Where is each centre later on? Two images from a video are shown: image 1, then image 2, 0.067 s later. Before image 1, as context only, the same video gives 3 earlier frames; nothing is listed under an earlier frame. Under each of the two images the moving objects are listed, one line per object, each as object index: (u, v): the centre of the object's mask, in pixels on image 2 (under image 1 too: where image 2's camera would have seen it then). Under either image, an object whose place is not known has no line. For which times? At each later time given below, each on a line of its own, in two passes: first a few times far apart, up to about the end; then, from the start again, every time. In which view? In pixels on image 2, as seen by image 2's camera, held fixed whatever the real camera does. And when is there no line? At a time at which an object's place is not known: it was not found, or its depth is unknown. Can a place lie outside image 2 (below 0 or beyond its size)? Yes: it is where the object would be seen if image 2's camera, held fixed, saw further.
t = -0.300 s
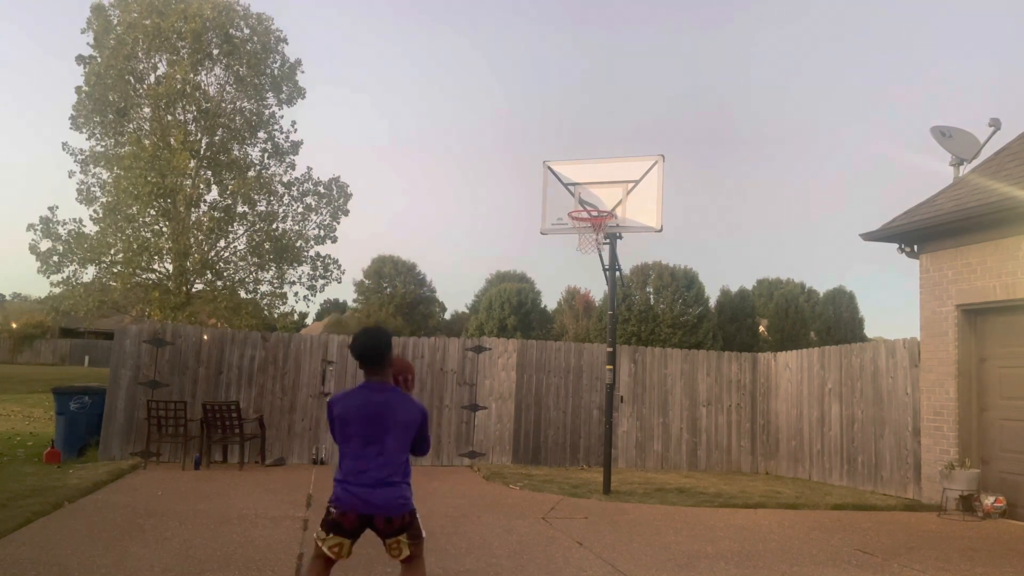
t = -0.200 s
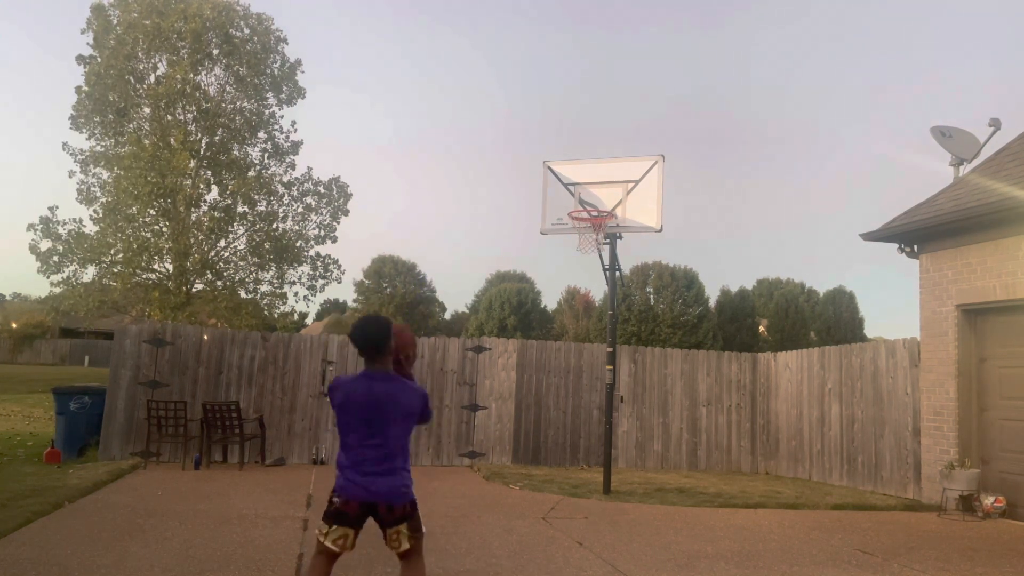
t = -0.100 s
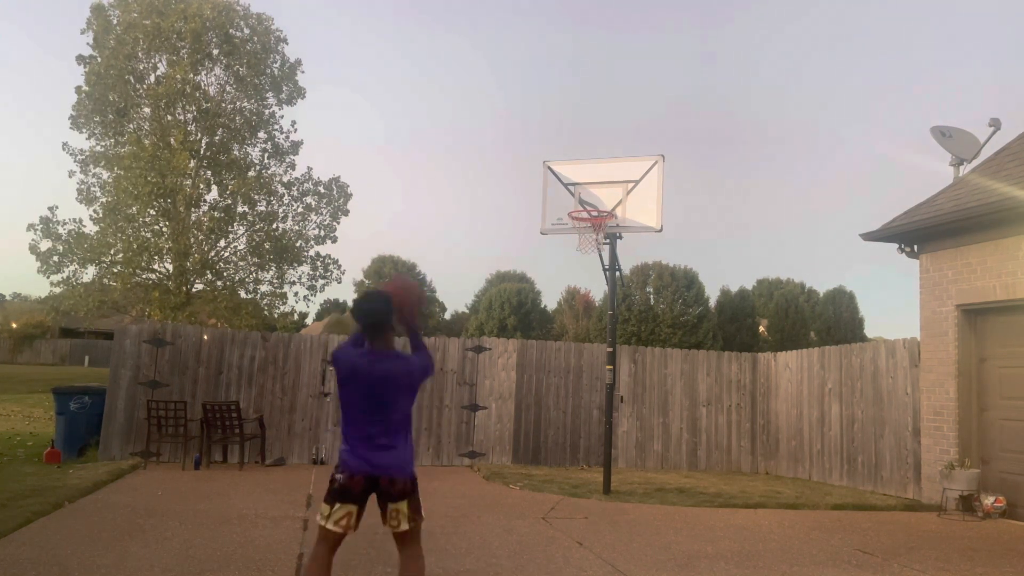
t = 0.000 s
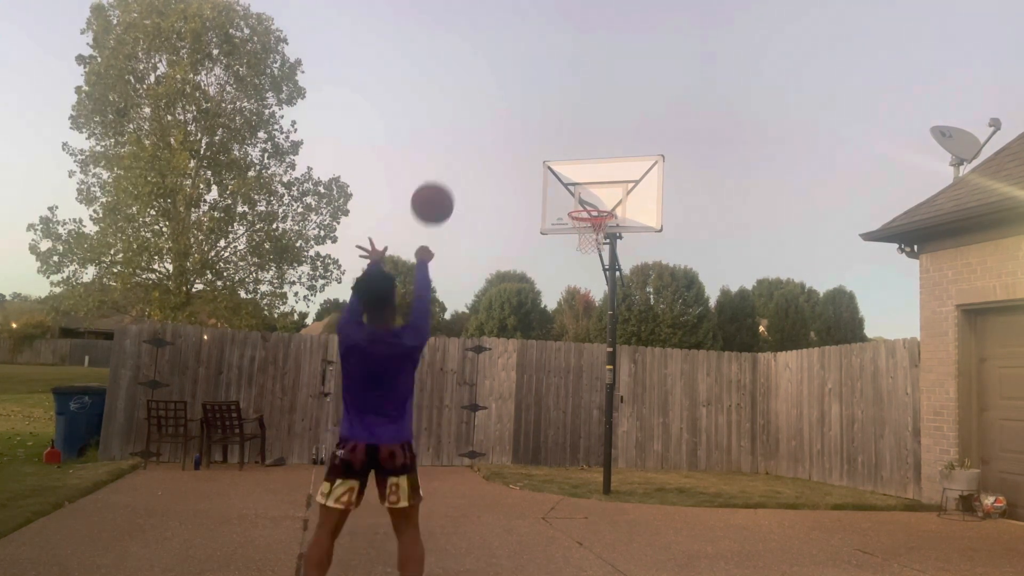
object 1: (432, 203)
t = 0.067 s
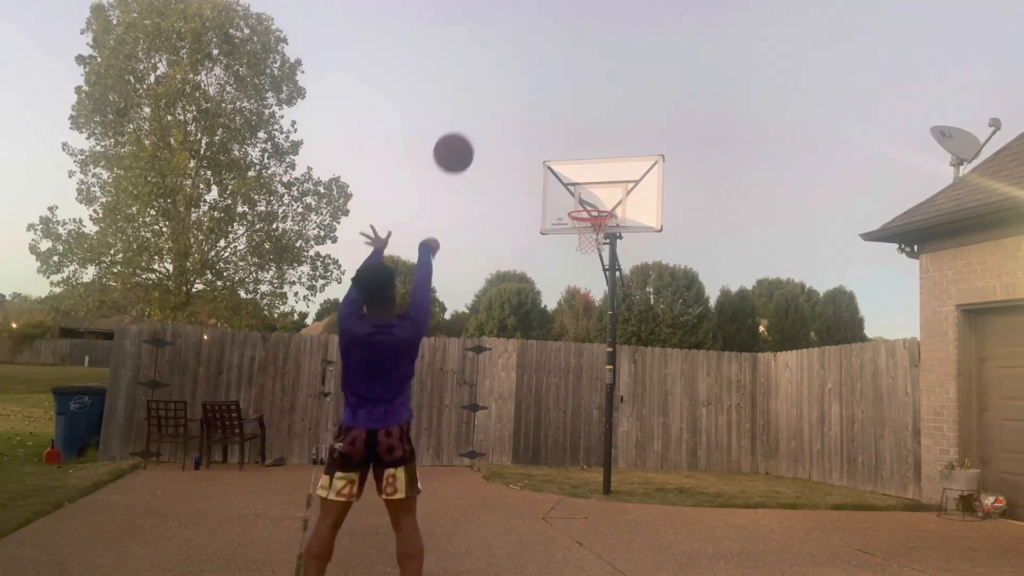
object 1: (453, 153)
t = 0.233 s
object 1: (496, 76)
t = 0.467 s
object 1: (537, 51)
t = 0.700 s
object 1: (566, 88)
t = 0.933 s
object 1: (586, 166)
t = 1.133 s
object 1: (595, 240)
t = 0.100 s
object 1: (463, 132)
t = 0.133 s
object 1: (472, 115)
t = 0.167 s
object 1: (481, 100)
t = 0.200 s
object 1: (489, 87)
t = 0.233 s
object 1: (496, 76)
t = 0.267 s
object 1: (503, 68)
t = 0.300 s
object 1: (510, 61)
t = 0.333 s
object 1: (516, 56)
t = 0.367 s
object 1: (522, 53)
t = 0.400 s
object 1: (527, 51)
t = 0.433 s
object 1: (532, 50)
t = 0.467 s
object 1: (537, 51)
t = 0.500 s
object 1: (542, 53)
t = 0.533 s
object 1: (547, 56)
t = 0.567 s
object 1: (551, 61)
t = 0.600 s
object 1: (555, 66)
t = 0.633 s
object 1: (559, 72)
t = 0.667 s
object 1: (562, 79)
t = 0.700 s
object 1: (566, 88)
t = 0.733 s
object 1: (569, 97)
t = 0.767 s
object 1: (572, 106)
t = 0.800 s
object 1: (576, 117)
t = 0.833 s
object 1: (579, 128)
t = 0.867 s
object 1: (581, 140)
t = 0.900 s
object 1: (584, 153)
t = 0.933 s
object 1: (586, 166)
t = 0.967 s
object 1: (589, 180)
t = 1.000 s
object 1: (591, 196)
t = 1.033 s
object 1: (594, 210)
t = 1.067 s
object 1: (595, 224)
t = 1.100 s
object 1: (597, 236)
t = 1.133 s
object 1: (595, 240)
